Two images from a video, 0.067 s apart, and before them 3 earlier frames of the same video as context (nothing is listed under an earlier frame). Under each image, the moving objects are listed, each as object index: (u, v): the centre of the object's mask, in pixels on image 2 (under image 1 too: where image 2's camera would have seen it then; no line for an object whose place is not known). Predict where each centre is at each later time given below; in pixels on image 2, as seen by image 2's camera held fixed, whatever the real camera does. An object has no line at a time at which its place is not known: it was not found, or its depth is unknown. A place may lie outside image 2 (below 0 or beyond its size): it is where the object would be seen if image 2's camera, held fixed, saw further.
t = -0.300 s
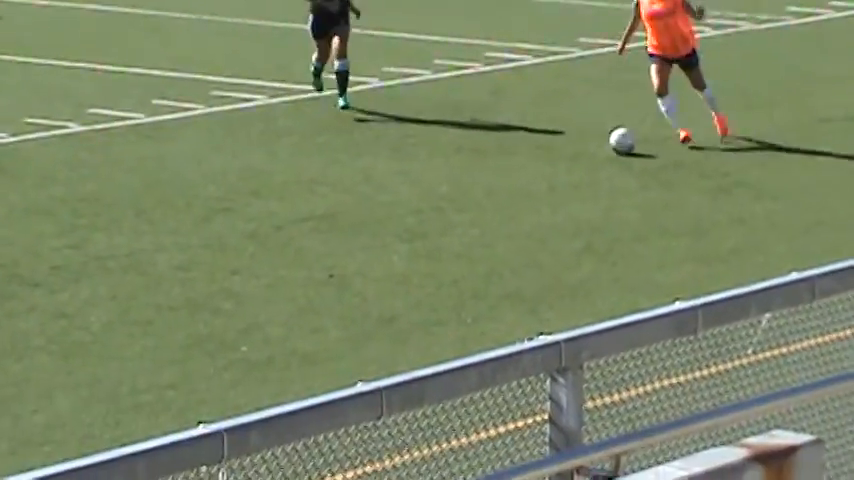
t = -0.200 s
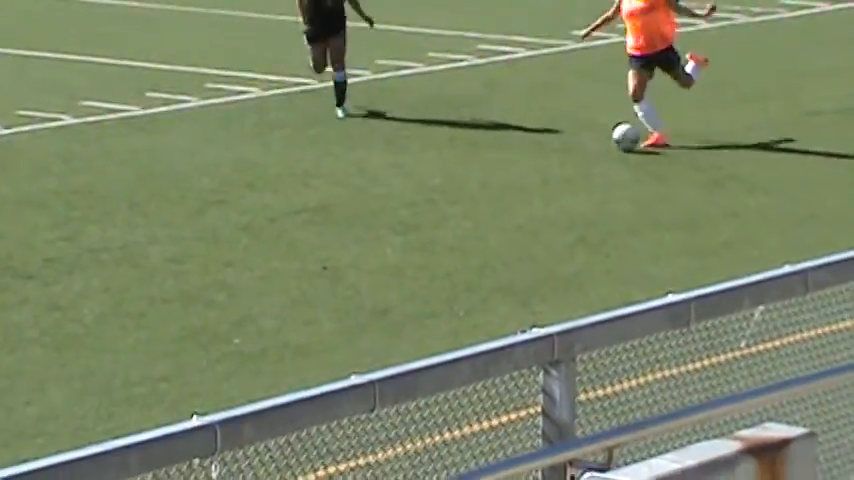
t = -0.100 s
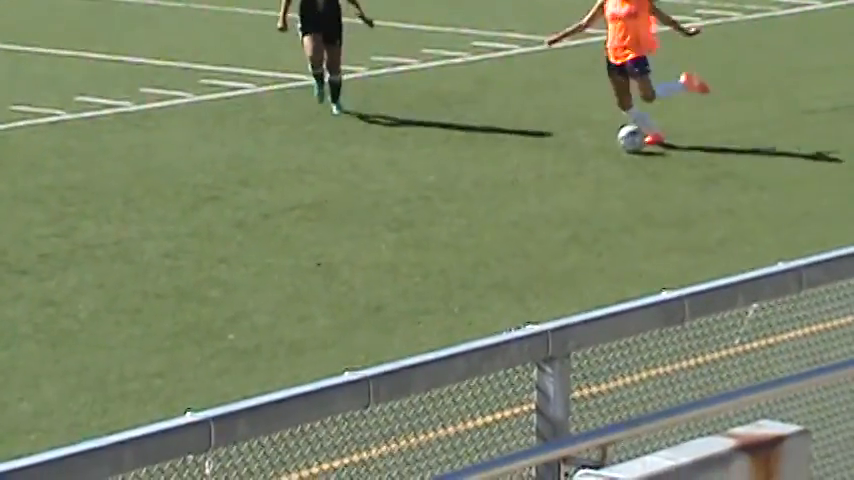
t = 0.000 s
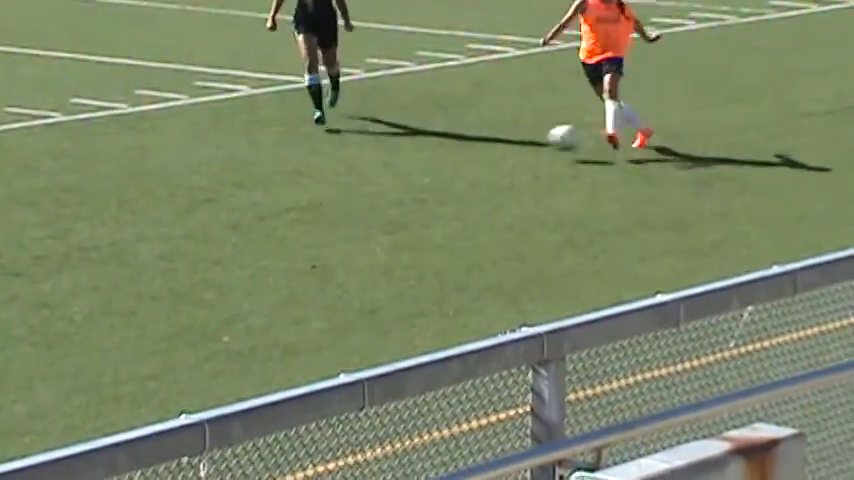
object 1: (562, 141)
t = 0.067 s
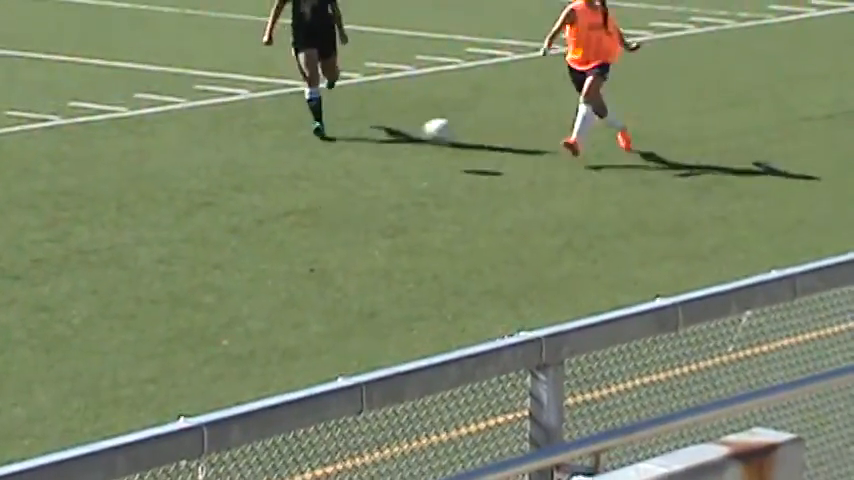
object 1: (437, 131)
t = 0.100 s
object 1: (376, 127)
